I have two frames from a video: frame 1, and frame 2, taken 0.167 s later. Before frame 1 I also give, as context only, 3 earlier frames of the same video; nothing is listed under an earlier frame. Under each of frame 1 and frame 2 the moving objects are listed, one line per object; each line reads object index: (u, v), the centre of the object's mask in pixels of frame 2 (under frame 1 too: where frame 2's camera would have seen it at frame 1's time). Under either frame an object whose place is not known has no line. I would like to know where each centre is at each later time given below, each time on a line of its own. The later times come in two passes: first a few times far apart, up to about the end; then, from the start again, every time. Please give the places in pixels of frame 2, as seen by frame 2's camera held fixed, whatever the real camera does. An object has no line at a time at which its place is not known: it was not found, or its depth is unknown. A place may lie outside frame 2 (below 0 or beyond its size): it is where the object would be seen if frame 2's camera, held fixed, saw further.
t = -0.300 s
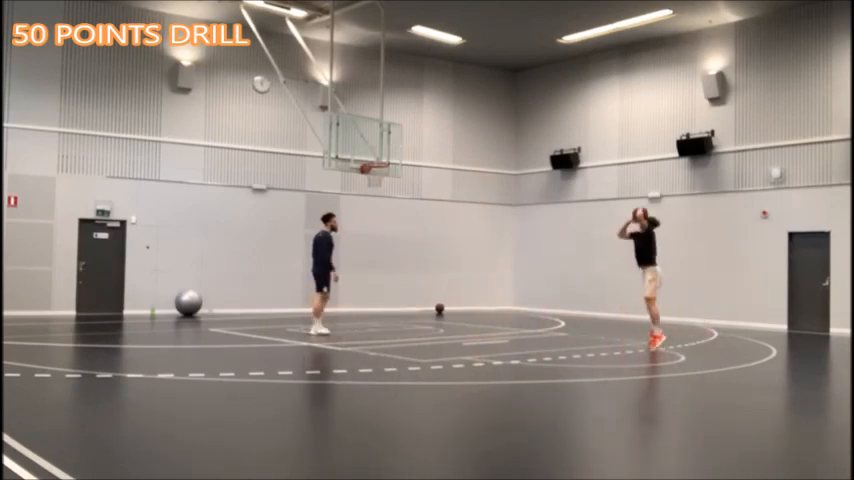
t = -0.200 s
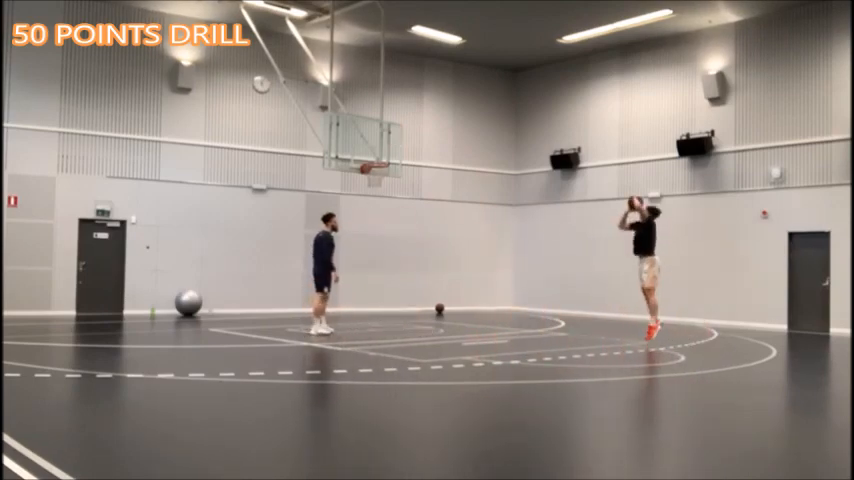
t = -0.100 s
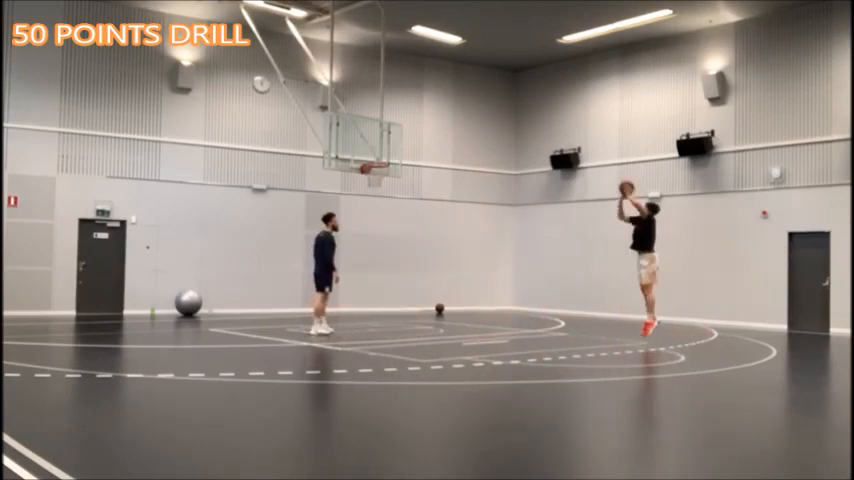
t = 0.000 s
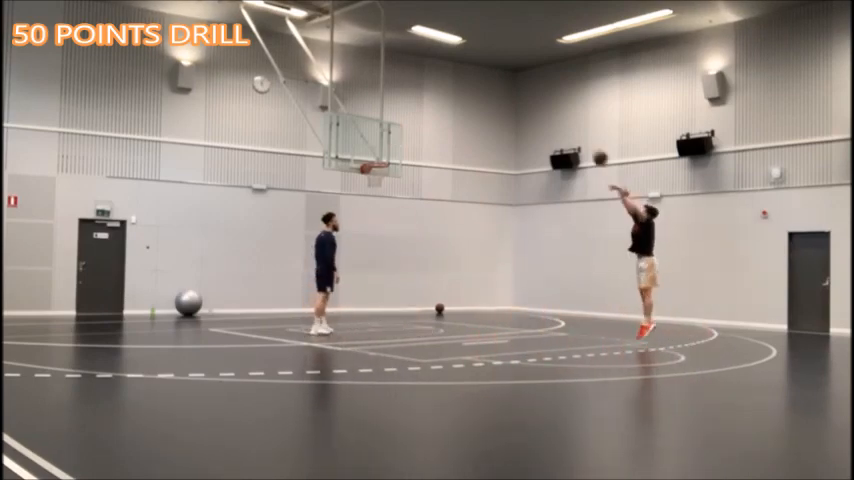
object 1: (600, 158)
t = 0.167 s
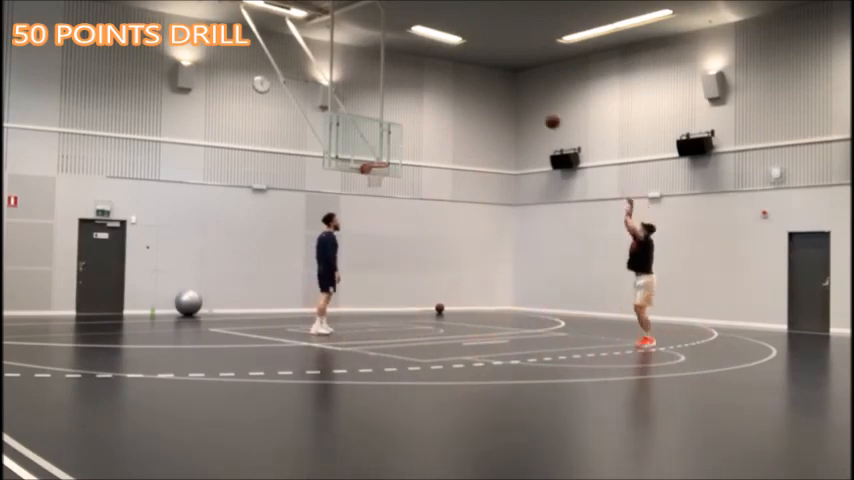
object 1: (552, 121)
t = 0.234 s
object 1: (534, 112)
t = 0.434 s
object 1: (482, 100)
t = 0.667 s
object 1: (427, 114)
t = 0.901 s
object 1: (376, 155)
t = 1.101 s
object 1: (370, 173)
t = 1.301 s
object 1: (371, 183)
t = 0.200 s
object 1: (543, 117)
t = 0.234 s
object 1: (534, 112)
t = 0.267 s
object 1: (525, 109)
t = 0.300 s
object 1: (517, 106)
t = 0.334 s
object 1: (508, 103)
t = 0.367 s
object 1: (499, 102)
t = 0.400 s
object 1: (491, 101)
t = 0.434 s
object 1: (482, 100)
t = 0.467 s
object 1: (474, 101)
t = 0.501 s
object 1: (466, 101)
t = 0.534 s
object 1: (458, 102)
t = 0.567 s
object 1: (450, 104)
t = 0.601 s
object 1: (443, 107)
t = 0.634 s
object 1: (435, 110)
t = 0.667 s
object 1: (427, 114)
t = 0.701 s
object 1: (420, 118)
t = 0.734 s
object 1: (412, 123)
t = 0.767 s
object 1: (405, 128)
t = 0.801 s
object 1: (398, 134)
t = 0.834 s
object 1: (391, 141)
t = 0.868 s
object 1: (383, 148)
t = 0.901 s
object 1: (376, 155)
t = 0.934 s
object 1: (370, 163)
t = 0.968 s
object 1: (376, 164)
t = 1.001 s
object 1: (380, 166)
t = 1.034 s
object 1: (377, 169)
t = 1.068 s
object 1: (373, 172)
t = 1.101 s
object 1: (370, 173)
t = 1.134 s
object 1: (370, 175)
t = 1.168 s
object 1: (369, 176)
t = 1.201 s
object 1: (370, 177)
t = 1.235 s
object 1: (370, 180)
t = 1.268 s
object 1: (371, 181)
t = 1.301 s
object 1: (371, 183)
